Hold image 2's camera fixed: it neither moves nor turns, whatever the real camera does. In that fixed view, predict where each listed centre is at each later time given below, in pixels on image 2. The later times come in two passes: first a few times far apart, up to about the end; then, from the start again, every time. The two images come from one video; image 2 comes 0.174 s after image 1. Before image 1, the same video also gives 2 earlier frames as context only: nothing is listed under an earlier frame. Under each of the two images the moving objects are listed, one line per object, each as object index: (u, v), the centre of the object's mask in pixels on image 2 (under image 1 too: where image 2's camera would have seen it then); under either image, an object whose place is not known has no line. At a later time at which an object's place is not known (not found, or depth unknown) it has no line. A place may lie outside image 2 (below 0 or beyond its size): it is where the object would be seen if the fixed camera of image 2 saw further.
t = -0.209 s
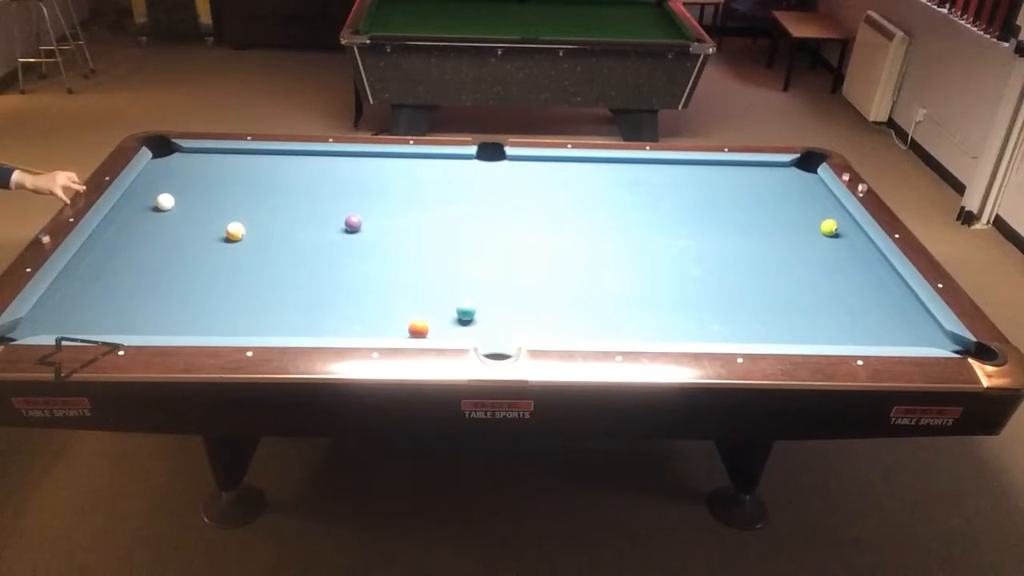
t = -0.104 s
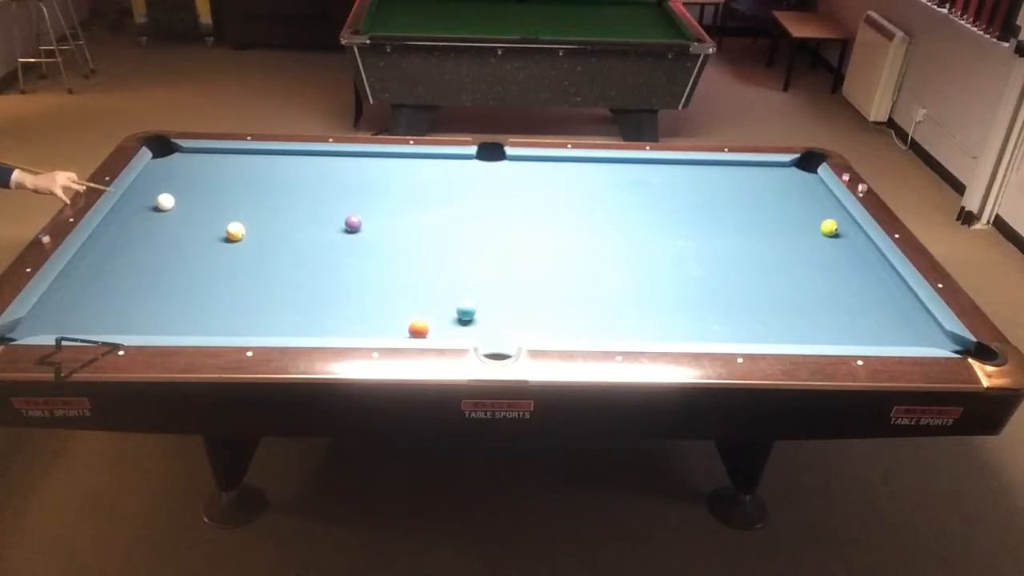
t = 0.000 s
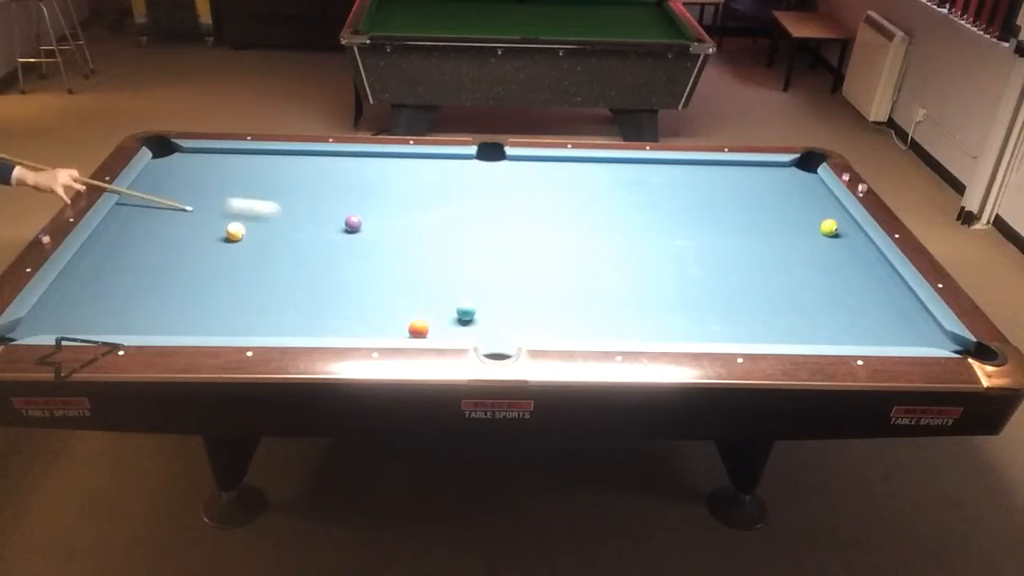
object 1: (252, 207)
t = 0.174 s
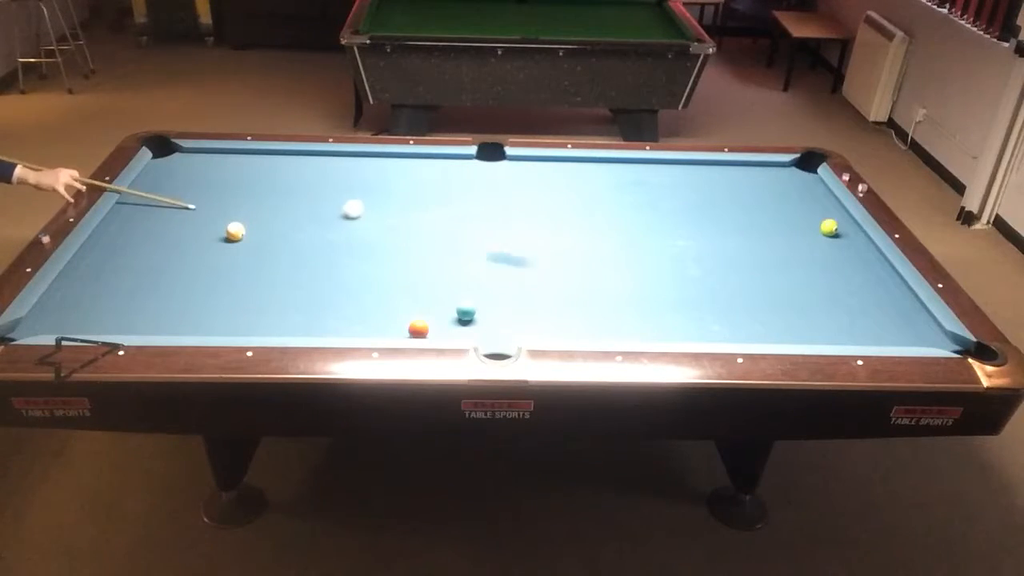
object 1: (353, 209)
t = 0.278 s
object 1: (360, 197)
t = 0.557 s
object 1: (344, 175)
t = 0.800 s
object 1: (321, 158)
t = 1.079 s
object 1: (280, 161)
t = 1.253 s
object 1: (251, 165)
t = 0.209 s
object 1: (356, 206)
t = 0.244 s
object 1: (358, 203)
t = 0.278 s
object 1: (360, 197)
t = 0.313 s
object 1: (360, 194)
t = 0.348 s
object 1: (359, 191)
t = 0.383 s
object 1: (358, 188)
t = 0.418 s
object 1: (356, 186)
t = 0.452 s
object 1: (353, 183)
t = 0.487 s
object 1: (350, 180)
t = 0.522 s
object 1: (347, 178)
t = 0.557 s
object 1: (344, 175)
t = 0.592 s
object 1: (341, 172)
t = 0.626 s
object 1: (337, 170)
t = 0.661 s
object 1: (333, 168)
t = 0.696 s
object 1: (331, 165)
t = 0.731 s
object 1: (328, 163)
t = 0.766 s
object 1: (324, 160)
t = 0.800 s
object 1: (321, 158)
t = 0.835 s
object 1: (318, 155)
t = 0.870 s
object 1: (315, 154)
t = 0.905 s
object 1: (309, 155)
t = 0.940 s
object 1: (303, 157)
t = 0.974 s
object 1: (297, 158)
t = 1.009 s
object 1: (292, 159)
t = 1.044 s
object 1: (286, 160)
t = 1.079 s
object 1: (280, 161)
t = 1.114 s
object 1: (275, 162)
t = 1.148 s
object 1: (269, 162)
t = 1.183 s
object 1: (263, 163)
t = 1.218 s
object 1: (257, 164)
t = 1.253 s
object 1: (251, 165)
